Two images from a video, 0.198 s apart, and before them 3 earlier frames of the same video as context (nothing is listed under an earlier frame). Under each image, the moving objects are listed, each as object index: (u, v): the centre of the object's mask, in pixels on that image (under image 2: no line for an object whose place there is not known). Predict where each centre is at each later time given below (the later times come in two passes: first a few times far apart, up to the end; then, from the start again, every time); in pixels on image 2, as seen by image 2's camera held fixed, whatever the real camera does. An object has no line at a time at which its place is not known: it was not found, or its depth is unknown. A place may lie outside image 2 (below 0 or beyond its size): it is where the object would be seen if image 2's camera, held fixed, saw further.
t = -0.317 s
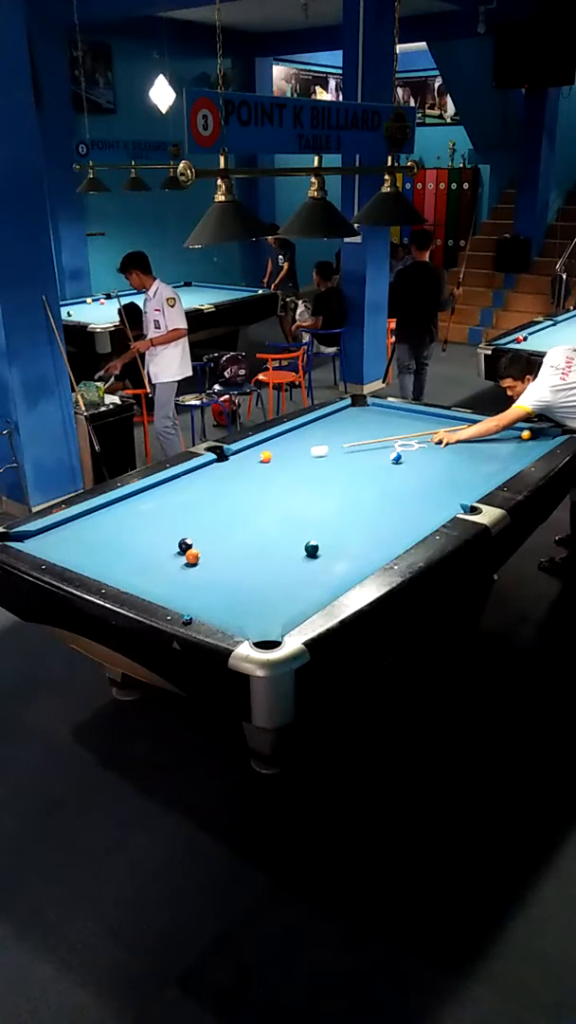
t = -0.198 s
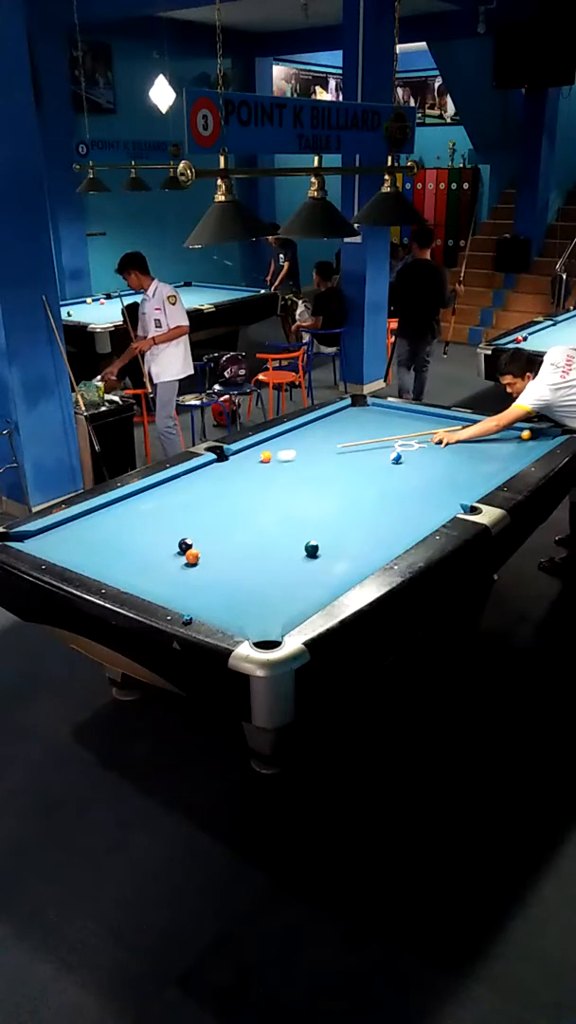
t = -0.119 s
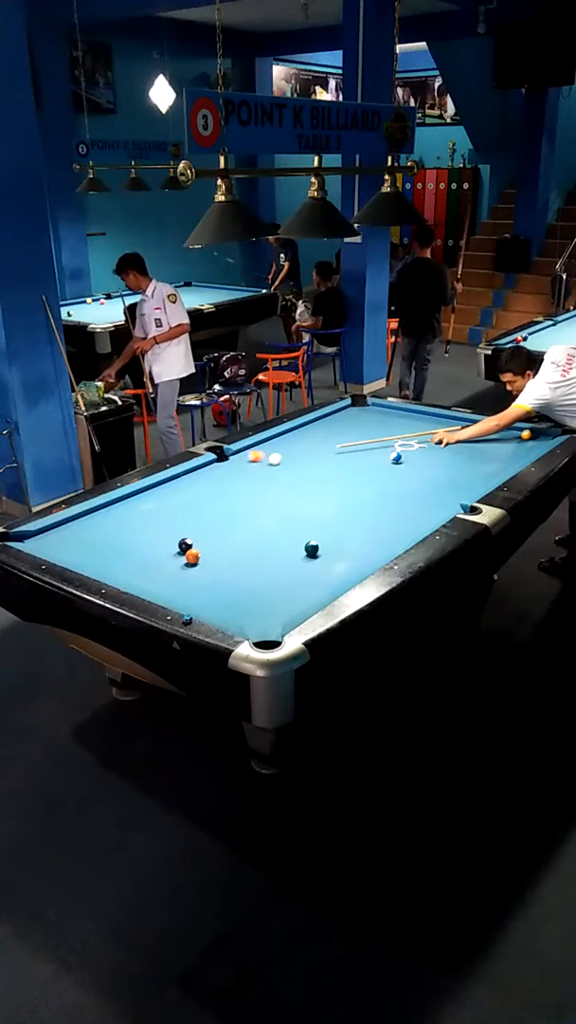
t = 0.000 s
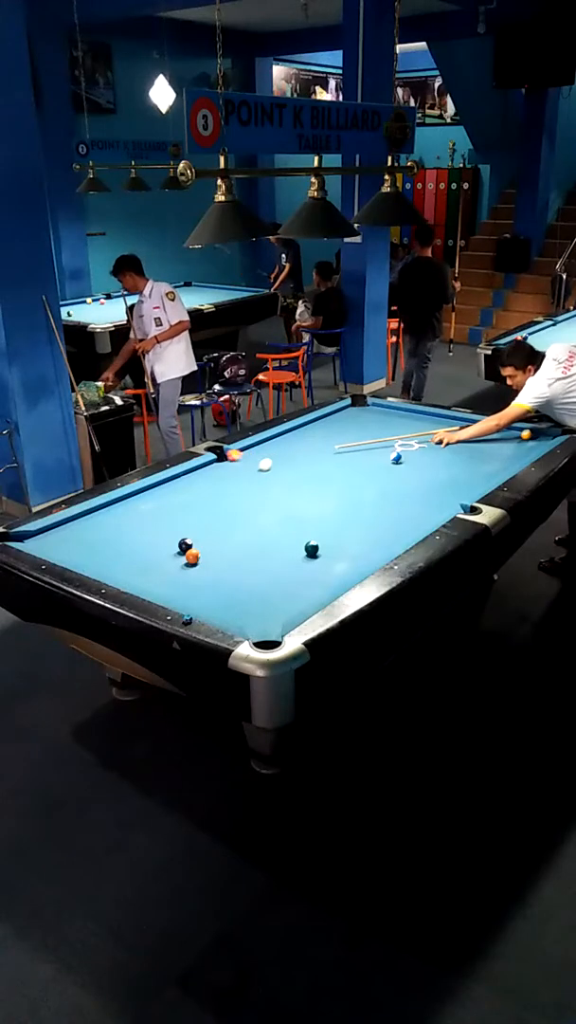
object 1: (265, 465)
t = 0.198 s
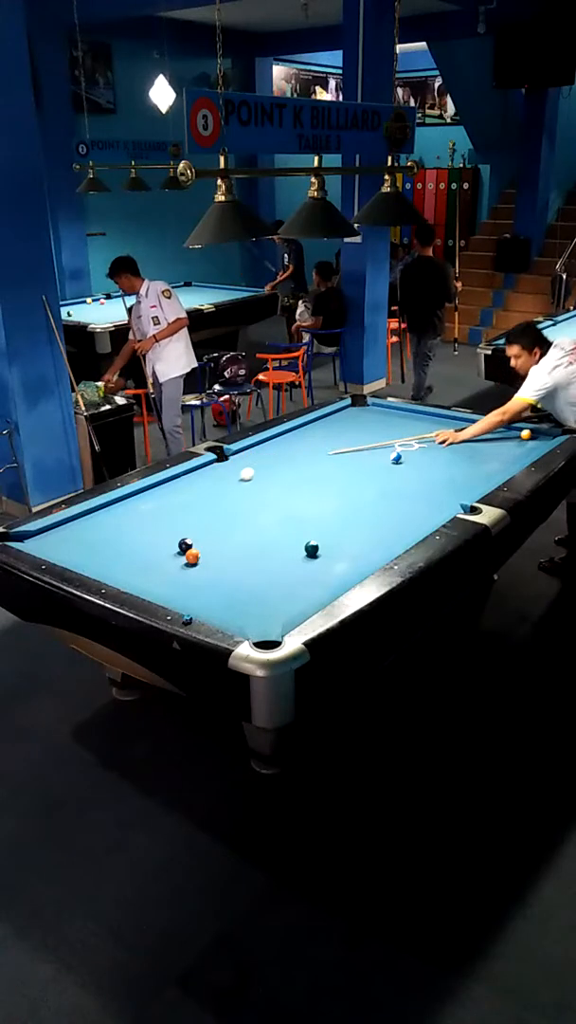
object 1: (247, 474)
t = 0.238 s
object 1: (243, 476)
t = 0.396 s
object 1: (228, 484)
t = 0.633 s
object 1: (204, 496)
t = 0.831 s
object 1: (183, 506)
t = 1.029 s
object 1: (162, 517)
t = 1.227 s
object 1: (140, 528)
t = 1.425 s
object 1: (117, 539)
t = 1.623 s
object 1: (94, 550)
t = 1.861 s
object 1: (84, 556)
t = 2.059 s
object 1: (102, 550)
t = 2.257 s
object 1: (119, 545)
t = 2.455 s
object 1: (135, 540)
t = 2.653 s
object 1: (150, 535)
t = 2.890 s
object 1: (166, 529)
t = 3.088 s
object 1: (179, 525)
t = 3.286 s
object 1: (191, 522)
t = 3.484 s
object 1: (202, 519)
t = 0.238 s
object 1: (243, 476)
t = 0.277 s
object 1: (239, 478)
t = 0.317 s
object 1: (235, 480)
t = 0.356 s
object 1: (231, 482)
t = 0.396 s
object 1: (228, 484)
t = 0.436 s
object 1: (224, 486)
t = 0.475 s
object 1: (220, 488)
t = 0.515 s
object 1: (216, 490)
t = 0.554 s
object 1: (212, 492)
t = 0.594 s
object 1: (208, 494)
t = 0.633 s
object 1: (204, 496)
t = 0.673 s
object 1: (200, 498)
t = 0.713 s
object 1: (196, 500)
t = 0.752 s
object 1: (192, 502)
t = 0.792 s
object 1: (187, 504)
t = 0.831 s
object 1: (183, 506)
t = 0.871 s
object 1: (179, 508)
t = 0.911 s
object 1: (175, 510)
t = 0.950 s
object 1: (171, 513)
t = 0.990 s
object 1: (167, 515)
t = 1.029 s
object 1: (162, 517)
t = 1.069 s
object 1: (158, 519)
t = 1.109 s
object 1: (153, 521)
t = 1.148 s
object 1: (149, 524)
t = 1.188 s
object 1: (144, 526)
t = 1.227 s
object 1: (140, 528)
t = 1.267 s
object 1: (136, 530)
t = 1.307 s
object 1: (131, 533)
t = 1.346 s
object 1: (127, 535)
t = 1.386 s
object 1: (122, 537)
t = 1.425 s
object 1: (117, 539)
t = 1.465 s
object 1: (112, 542)
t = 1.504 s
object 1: (108, 544)
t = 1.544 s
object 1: (103, 546)
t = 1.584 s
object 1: (98, 548)
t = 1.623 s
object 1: (94, 550)
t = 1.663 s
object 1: (89, 553)
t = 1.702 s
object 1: (84, 555)
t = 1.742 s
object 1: (80, 556)
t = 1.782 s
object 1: (76, 557)
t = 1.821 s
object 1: (79, 556)
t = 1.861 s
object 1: (84, 556)
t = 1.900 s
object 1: (87, 555)
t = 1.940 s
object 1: (91, 554)
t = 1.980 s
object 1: (95, 553)
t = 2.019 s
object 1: (98, 552)
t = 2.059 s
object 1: (102, 550)
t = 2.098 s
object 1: (106, 549)
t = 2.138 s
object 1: (109, 548)
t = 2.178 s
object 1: (113, 547)
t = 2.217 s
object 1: (116, 546)
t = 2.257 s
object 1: (119, 545)
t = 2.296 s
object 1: (123, 544)
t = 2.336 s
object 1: (126, 543)
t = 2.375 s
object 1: (129, 542)
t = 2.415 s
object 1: (132, 541)
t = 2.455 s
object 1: (135, 540)
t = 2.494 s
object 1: (138, 539)
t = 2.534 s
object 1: (141, 538)
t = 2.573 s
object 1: (144, 537)
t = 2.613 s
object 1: (147, 536)
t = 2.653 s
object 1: (150, 535)
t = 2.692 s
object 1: (153, 534)
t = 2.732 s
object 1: (155, 533)
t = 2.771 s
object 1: (158, 532)
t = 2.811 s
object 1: (161, 531)
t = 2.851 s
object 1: (164, 530)
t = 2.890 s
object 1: (166, 529)
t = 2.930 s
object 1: (169, 529)
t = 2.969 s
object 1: (171, 528)
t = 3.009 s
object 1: (174, 527)
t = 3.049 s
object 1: (176, 526)
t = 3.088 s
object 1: (179, 525)
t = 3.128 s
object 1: (181, 525)
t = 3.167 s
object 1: (184, 524)
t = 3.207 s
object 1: (186, 523)
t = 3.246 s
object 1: (189, 522)
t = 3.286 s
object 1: (191, 522)
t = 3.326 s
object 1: (193, 521)
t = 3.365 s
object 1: (195, 520)
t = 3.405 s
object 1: (197, 520)
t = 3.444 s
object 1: (200, 519)
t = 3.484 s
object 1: (202, 519)
